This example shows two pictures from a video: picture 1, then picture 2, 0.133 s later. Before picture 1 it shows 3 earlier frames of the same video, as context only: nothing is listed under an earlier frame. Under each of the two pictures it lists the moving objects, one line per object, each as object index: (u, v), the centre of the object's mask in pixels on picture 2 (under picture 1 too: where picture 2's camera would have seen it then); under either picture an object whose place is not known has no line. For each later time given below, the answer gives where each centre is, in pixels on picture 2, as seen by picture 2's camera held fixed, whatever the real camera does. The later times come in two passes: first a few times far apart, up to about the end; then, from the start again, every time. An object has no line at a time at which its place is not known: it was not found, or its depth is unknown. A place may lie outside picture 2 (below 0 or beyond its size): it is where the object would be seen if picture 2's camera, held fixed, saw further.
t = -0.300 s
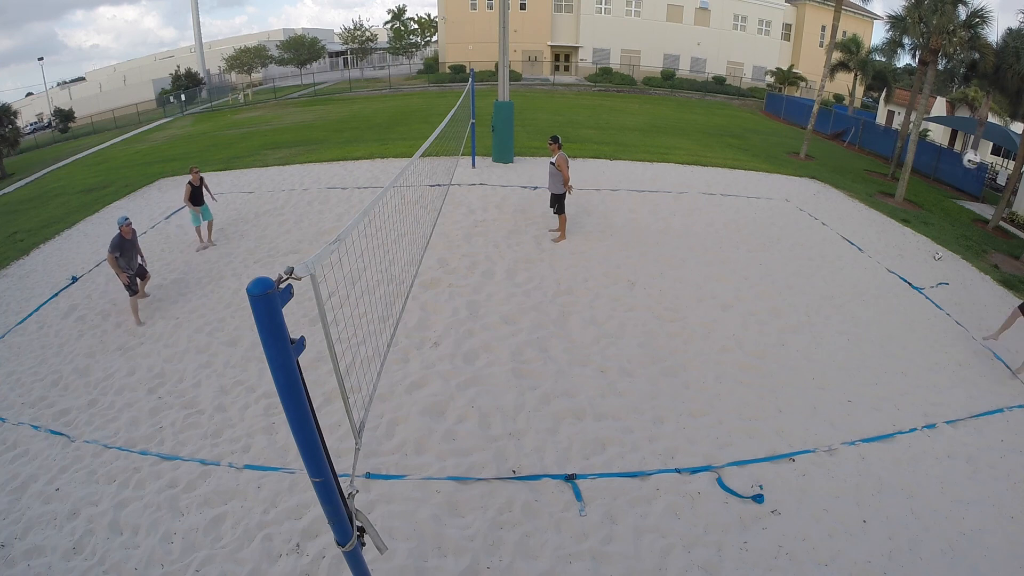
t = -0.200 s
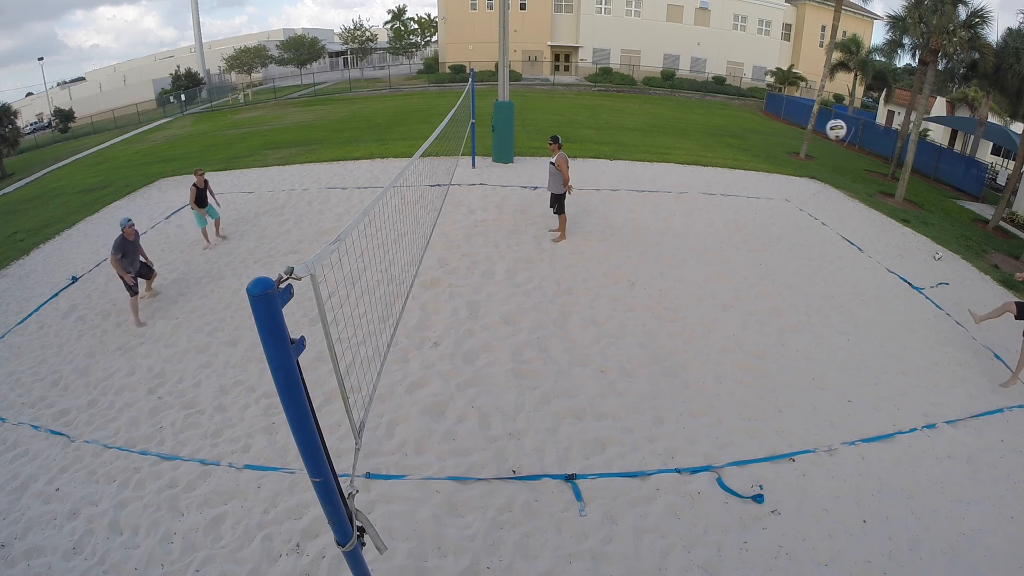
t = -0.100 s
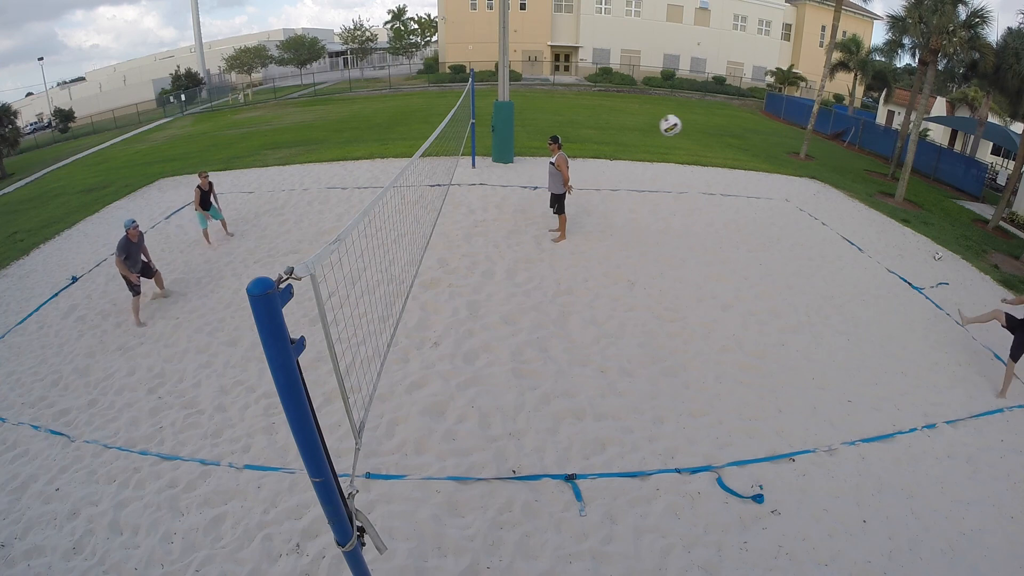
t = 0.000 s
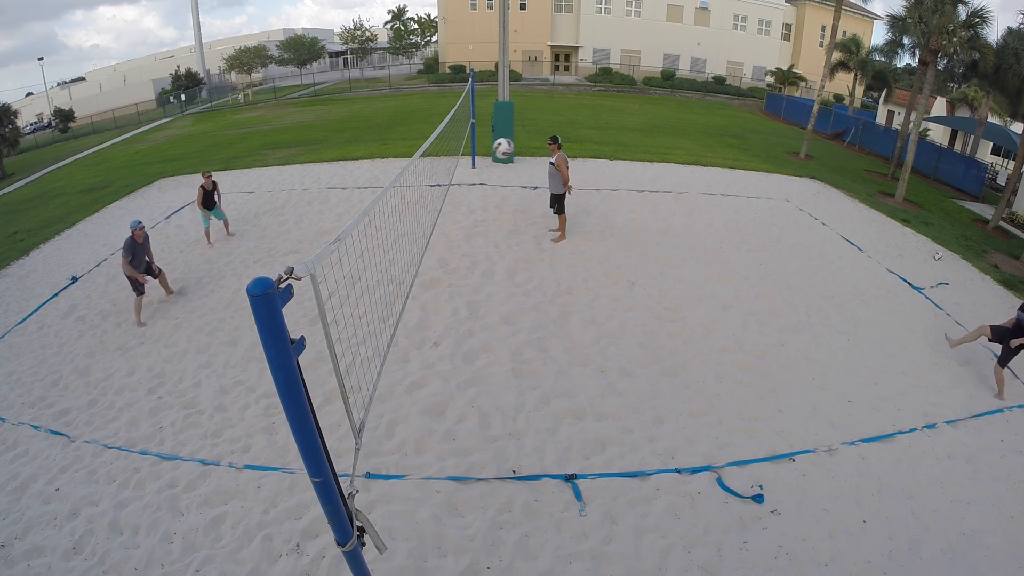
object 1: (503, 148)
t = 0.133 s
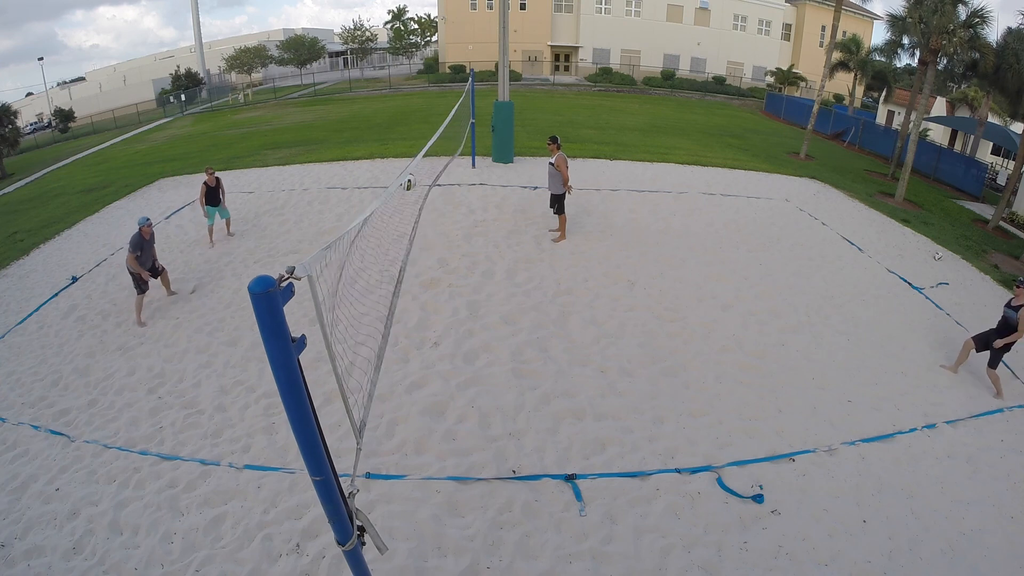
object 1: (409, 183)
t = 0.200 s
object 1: (419, 187)
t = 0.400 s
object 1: (461, 193)
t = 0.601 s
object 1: (509, 232)
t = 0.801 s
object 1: (550, 295)
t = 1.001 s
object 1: (591, 298)
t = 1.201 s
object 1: (631, 303)
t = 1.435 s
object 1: (674, 320)
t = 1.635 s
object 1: (707, 323)
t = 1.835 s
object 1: (735, 322)
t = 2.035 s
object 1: (758, 323)
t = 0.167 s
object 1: (412, 184)
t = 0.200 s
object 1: (419, 187)
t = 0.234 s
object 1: (424, 185)
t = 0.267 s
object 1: (429, 184)
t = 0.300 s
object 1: (436, 184)
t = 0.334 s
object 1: (444, 186)
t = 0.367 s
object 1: (453, 189)
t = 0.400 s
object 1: (461, 193)
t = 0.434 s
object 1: (469, 196)
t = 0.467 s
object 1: (477, 202)
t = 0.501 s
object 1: (485, 208)
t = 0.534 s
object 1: (493, 215)
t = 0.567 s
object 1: (501, 223)
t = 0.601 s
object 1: (509, 232)
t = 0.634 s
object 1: (516, 241)
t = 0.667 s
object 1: (523, 251)
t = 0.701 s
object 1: (530, 261)
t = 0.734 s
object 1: (537, 272)
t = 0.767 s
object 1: (544, 283)
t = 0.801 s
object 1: (550, 295)
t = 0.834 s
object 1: (556, 308)
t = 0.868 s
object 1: (562, 310)
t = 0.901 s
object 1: (569, 305)
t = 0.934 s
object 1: (577, 303)
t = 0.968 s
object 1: (584, 300)
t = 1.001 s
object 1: (591, 298)
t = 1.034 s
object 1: (598, 297)
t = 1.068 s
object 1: (605, 297)
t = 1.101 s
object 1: (612, 297)
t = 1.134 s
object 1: (618, 298)
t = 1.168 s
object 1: (625, 300)
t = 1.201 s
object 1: (631, 303)
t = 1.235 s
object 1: (637, 306)
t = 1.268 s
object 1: (643, 310)
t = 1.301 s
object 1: (649, 314)
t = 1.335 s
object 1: (655, 320)
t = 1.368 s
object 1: (661, 321)
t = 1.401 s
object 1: (667, 320)
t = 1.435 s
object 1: (674, 320)
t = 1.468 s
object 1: (679, 321)
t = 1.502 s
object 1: (685, 320)
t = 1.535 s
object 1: (691, 319)
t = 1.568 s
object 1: (697, 319)
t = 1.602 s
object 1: (702, 320)
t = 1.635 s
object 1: (707, 323)
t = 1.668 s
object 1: (712, 324)
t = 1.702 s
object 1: (717, 325)
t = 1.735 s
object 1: (721, 324)
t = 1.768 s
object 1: (726, 323)
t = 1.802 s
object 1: (731, 322)
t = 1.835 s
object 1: (735, 322)
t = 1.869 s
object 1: (738, 323)
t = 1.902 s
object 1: (742, 324)
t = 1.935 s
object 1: (746, 324)
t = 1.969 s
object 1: (750, 324)
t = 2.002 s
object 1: (754, 323)
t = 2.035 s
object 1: (758, 323)
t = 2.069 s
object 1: (761, 323)
